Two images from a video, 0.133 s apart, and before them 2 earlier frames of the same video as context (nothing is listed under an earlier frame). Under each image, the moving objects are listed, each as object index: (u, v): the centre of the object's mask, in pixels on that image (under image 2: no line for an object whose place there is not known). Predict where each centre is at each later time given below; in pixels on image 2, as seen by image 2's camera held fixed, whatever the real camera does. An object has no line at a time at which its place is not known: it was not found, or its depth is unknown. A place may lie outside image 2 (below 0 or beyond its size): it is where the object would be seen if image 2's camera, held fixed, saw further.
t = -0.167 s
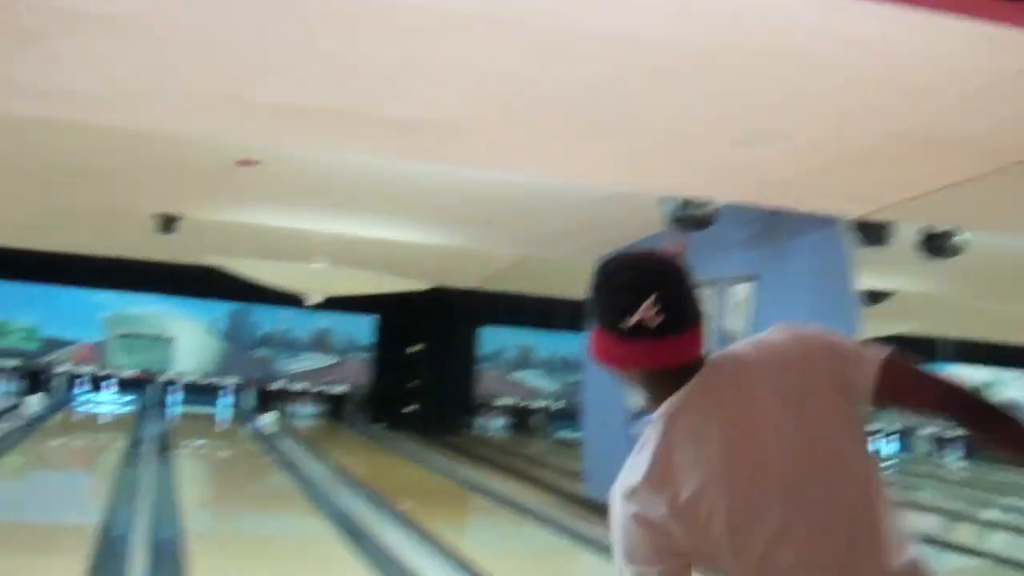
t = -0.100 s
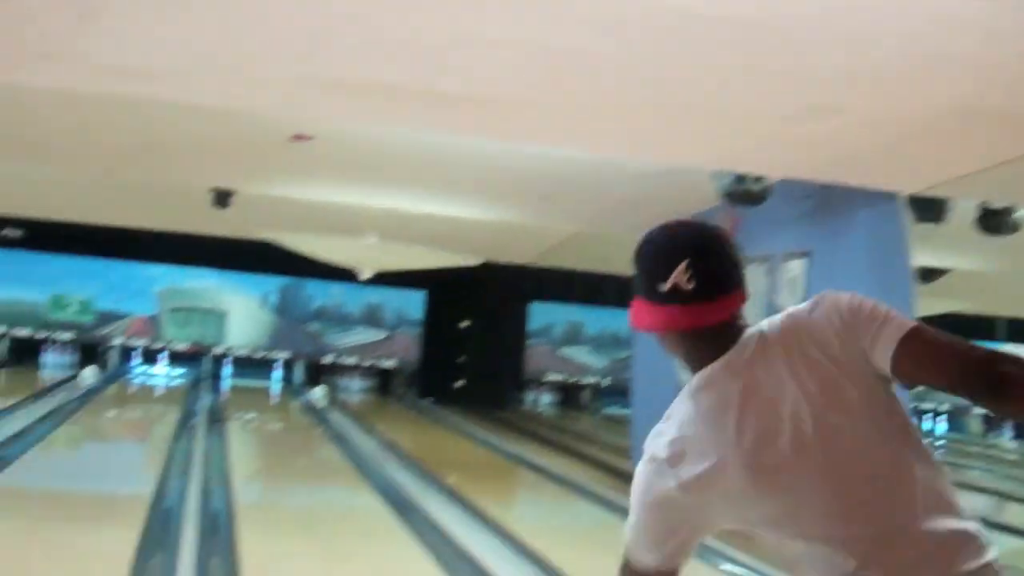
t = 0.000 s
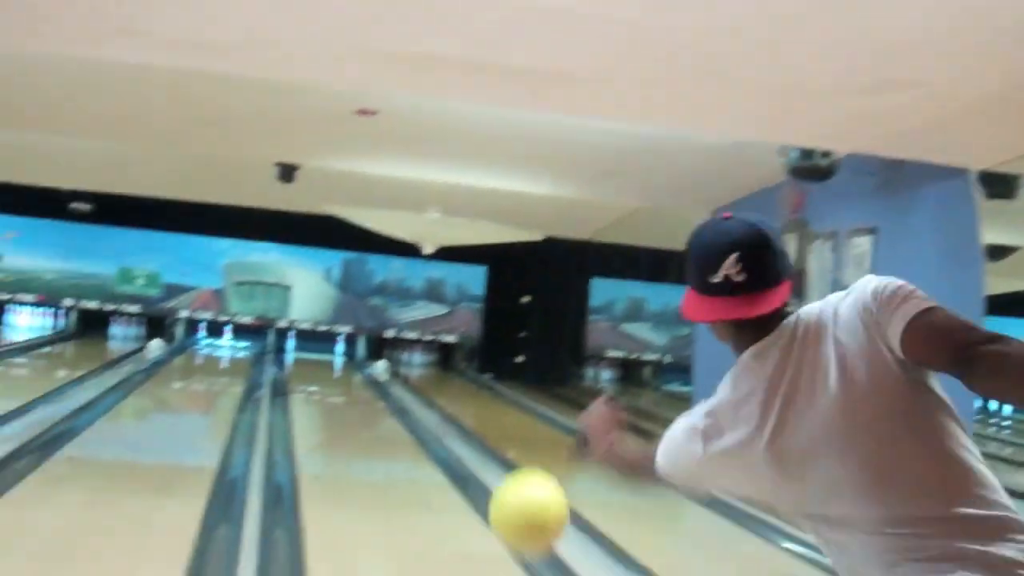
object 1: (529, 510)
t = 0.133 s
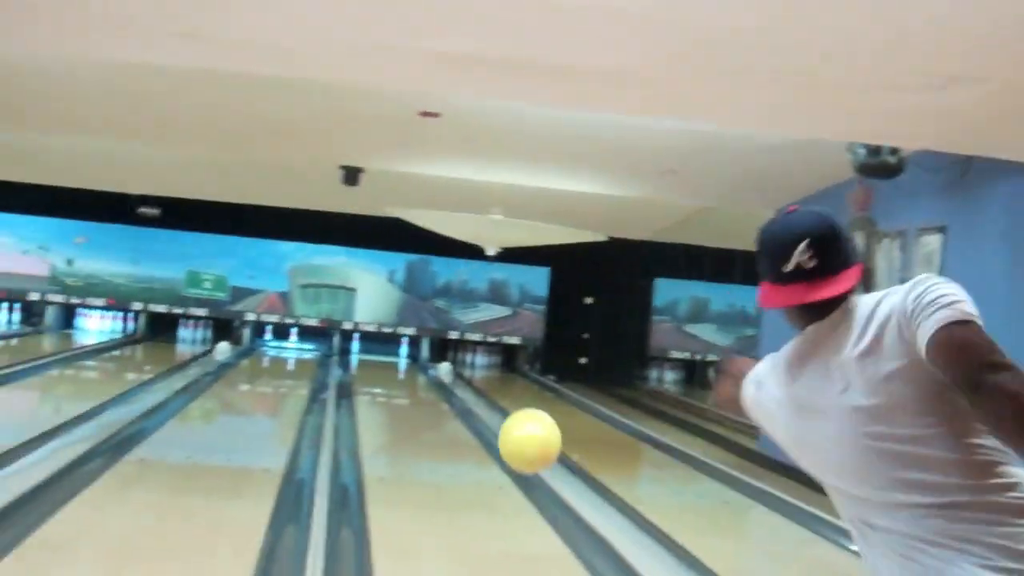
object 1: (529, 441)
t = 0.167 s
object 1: (516, 434)
